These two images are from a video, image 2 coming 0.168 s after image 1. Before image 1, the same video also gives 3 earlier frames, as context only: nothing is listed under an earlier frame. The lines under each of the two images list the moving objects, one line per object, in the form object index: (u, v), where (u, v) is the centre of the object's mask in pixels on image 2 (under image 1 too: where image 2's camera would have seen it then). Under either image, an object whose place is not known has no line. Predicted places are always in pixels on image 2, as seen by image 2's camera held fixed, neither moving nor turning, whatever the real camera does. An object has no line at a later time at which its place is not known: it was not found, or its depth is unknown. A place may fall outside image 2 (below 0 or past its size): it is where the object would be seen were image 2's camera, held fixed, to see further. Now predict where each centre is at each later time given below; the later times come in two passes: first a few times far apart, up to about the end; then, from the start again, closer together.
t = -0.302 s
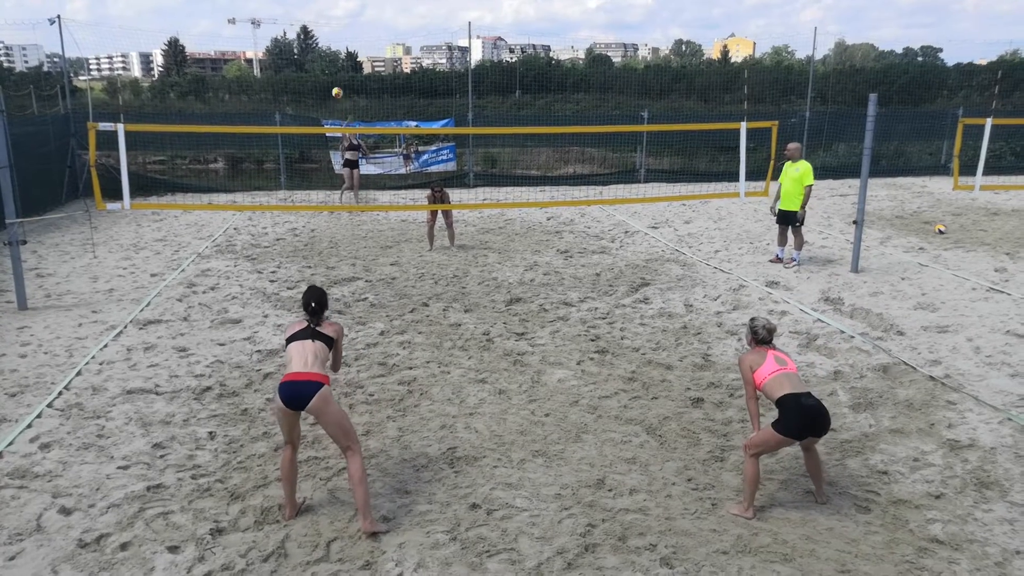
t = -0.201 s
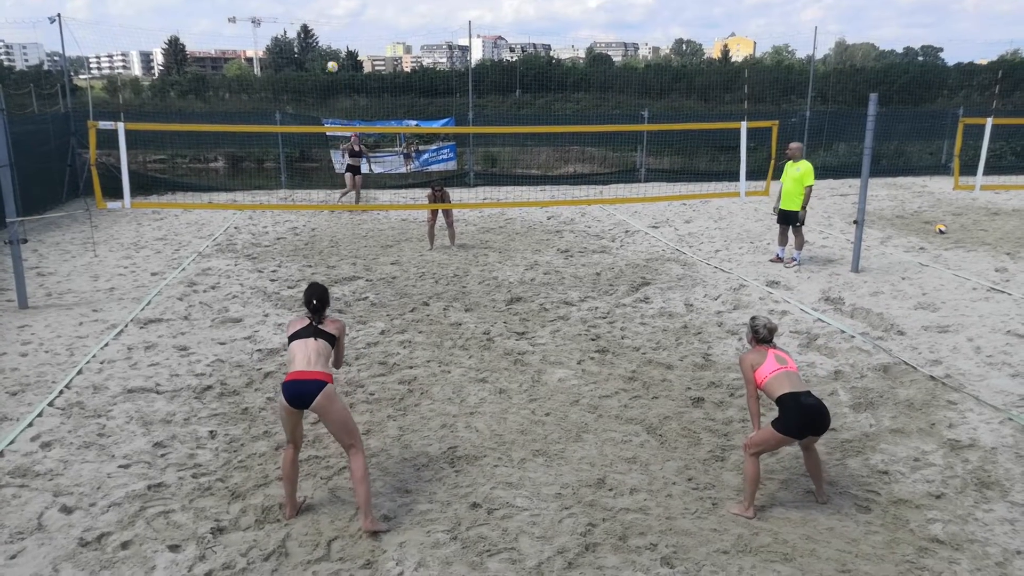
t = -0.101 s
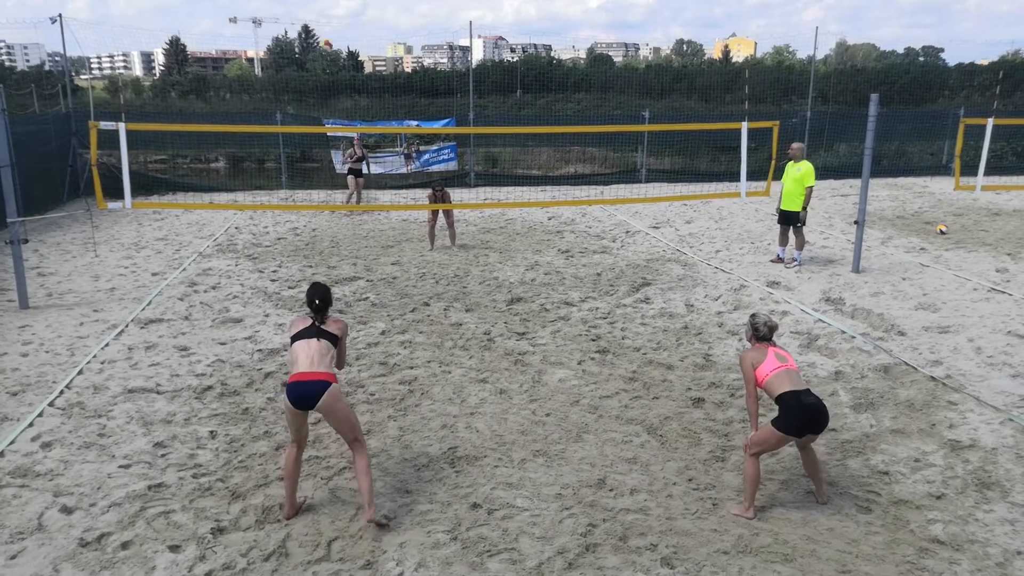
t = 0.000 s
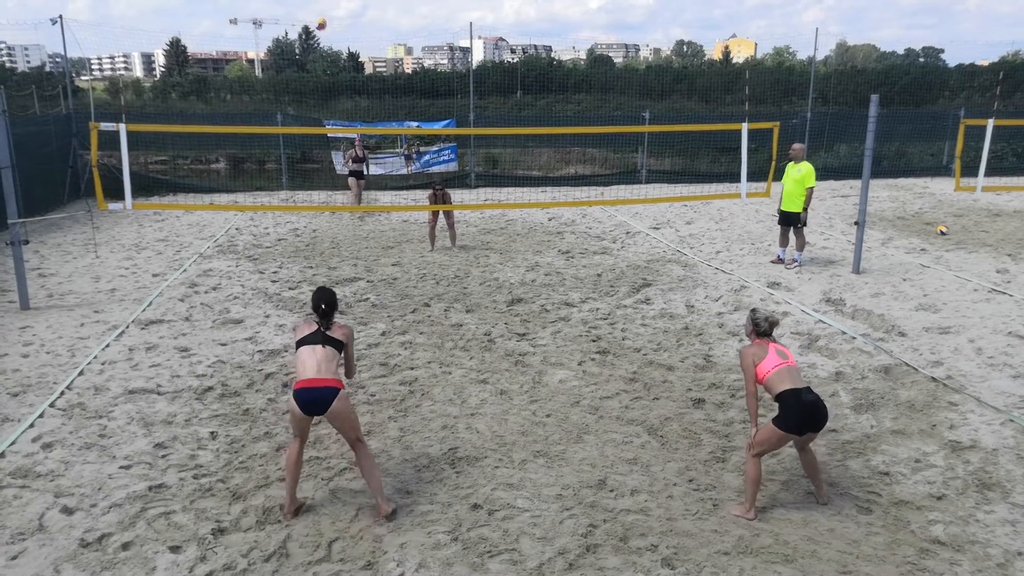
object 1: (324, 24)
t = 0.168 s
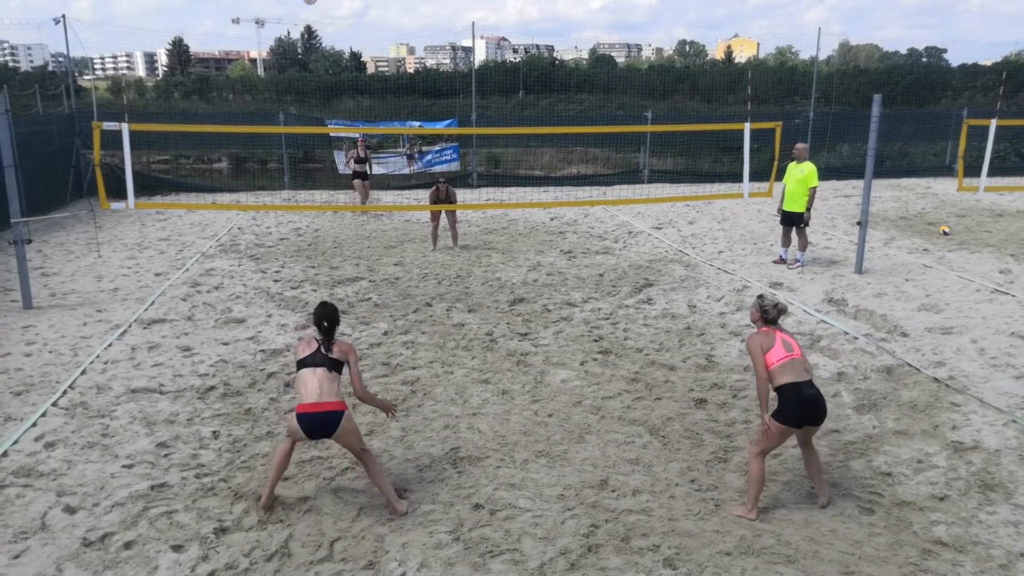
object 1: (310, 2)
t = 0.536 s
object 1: (272, 8)
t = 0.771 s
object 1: (241, 103)
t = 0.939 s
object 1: (216, 260)
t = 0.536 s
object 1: (272, 8)
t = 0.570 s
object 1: (268, 14)
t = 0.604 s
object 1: (266, 25)
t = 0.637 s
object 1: (262, 35)
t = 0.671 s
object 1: (257, 49)
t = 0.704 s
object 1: (252, 64)
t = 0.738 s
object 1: (247, 82)
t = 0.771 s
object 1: (241, 103)
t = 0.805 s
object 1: (237, 127)
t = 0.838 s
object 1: (232, 155)
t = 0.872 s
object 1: (227, 186)
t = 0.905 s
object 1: (223, 220)
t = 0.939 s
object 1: (216, 260)
